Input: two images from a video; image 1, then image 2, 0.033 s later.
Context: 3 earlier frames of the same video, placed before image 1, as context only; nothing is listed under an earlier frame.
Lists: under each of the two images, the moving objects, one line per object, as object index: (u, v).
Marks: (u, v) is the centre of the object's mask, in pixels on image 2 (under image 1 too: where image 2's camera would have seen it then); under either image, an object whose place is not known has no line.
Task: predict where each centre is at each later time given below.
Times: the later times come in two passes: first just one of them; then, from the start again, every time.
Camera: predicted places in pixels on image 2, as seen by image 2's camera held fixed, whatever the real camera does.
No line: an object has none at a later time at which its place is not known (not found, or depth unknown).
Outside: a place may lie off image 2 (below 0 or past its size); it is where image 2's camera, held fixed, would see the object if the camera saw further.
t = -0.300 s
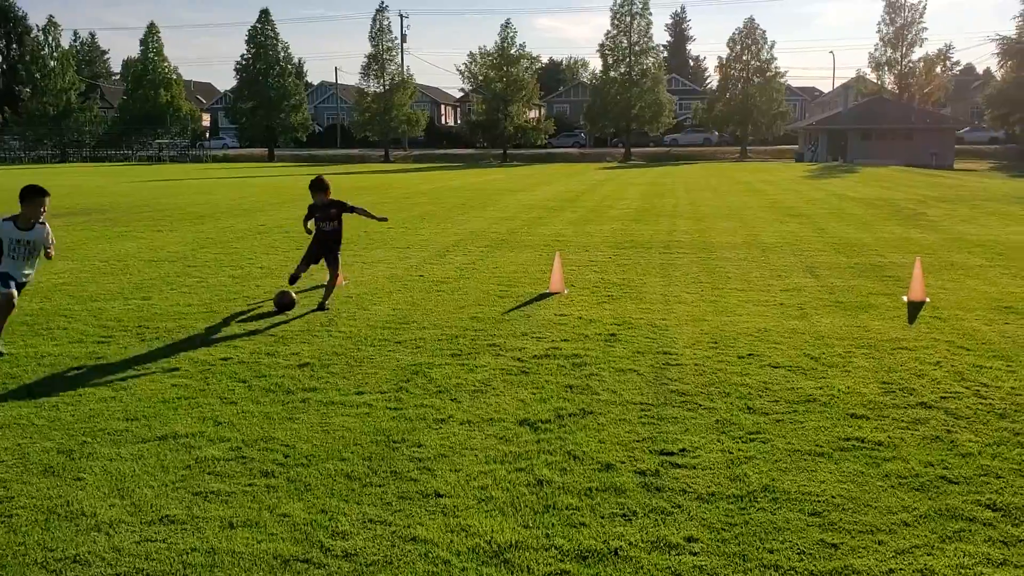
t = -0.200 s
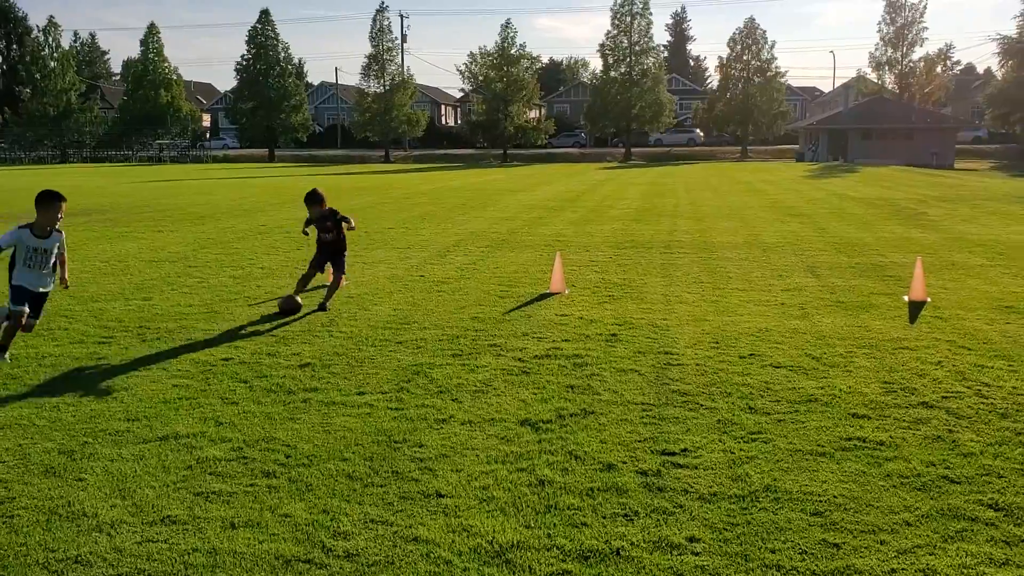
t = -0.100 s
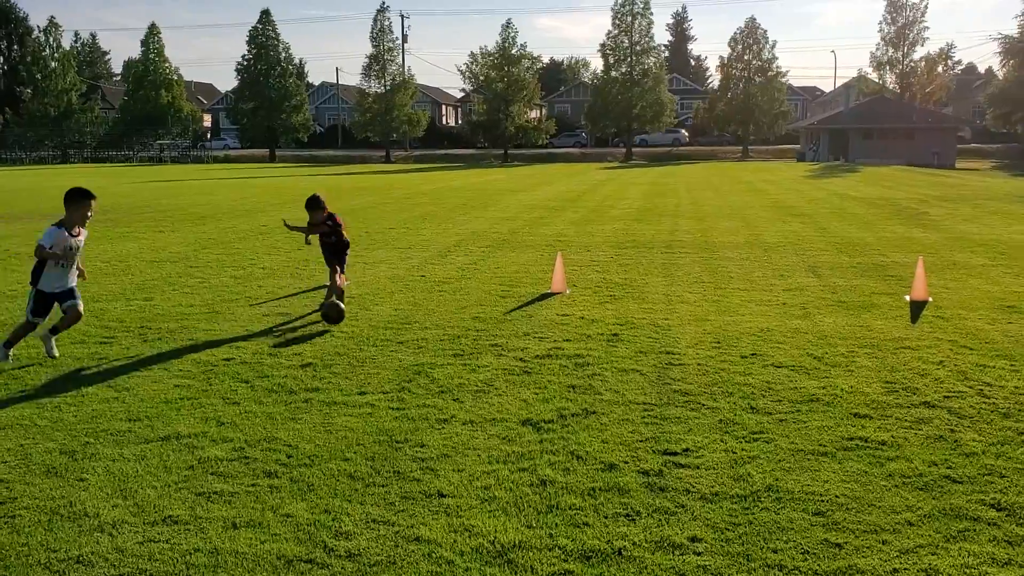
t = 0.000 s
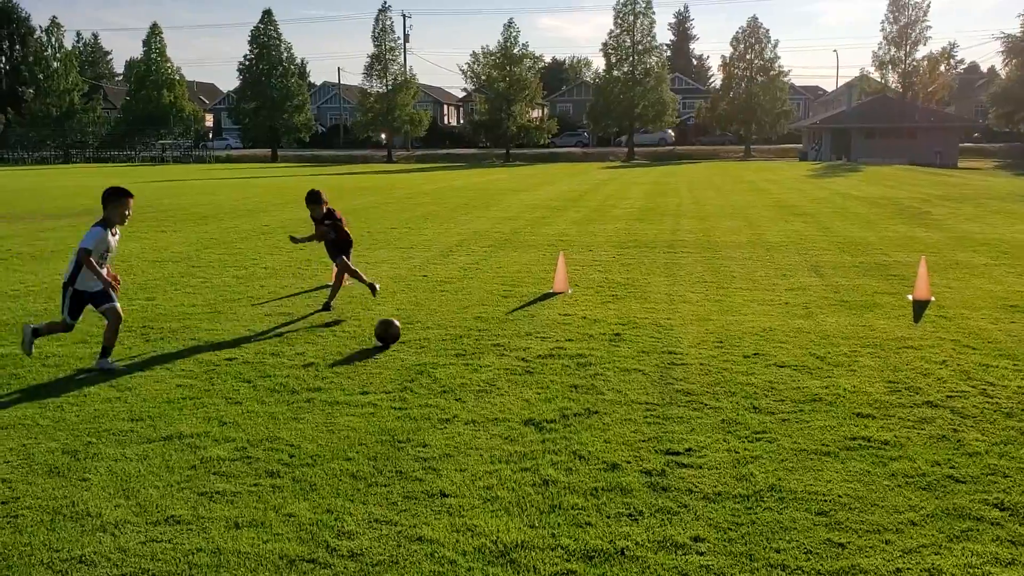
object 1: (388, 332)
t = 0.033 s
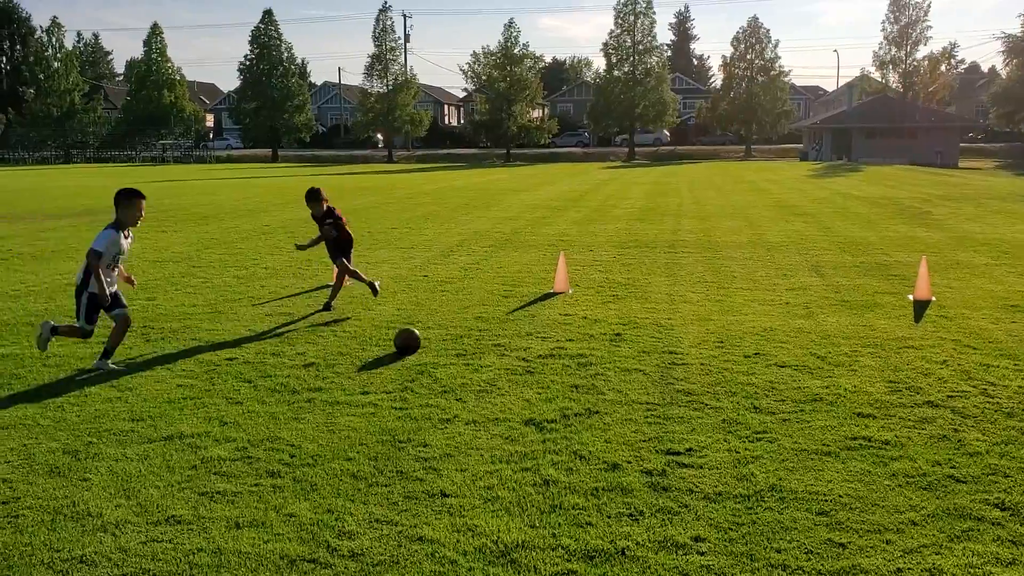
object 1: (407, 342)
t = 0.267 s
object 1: (516, 374)
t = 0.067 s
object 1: (424, 347)
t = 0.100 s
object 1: (438, 348)
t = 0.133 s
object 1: (452, 348)
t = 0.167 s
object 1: (468, 351)
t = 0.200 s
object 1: (483, 357)
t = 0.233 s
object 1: (500, 364)
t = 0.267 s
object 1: (516, 374)
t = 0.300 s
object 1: (535, 382)
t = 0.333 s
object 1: (552, 385)
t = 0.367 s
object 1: (569, 389)
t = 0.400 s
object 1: (588, 393)
